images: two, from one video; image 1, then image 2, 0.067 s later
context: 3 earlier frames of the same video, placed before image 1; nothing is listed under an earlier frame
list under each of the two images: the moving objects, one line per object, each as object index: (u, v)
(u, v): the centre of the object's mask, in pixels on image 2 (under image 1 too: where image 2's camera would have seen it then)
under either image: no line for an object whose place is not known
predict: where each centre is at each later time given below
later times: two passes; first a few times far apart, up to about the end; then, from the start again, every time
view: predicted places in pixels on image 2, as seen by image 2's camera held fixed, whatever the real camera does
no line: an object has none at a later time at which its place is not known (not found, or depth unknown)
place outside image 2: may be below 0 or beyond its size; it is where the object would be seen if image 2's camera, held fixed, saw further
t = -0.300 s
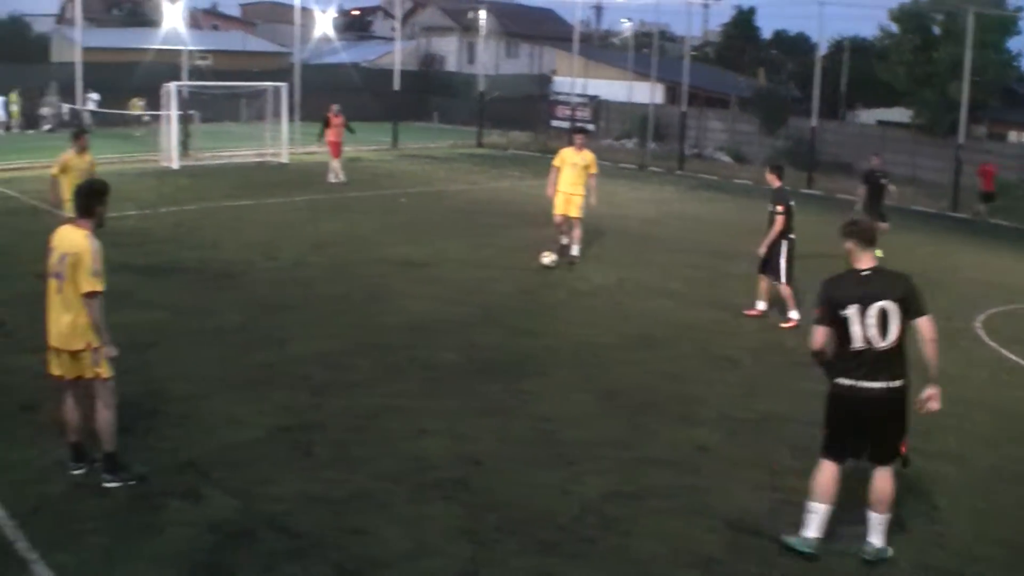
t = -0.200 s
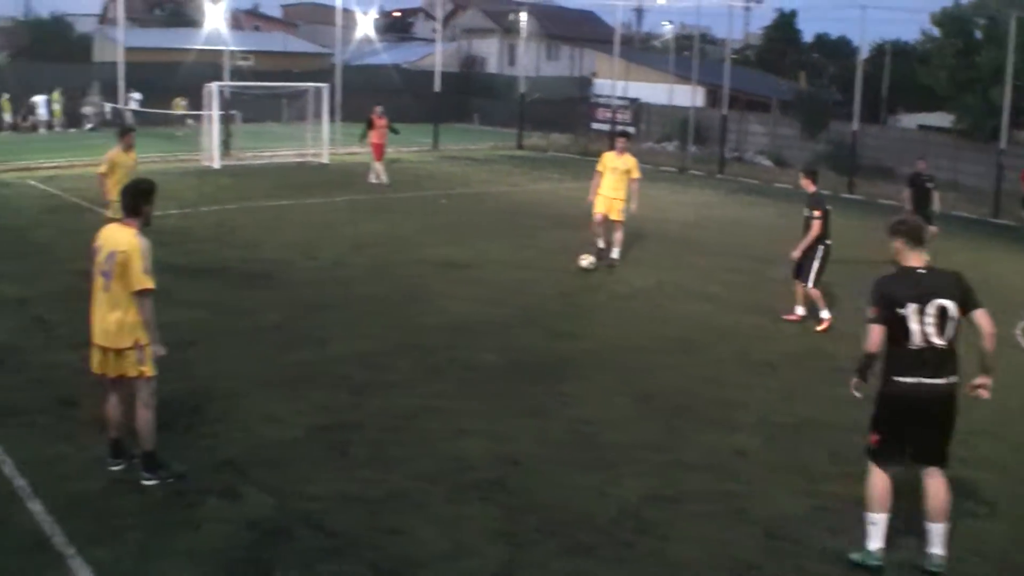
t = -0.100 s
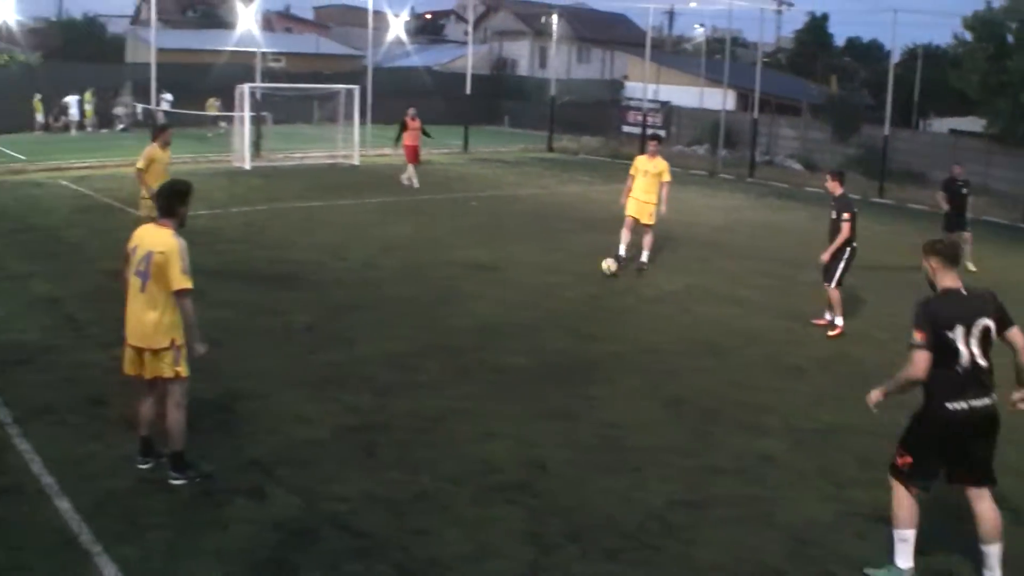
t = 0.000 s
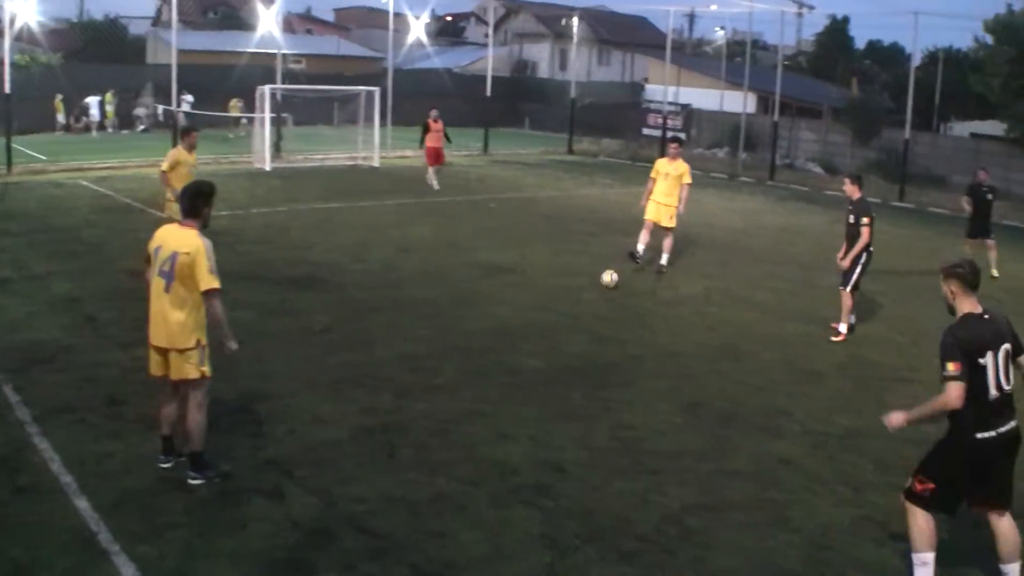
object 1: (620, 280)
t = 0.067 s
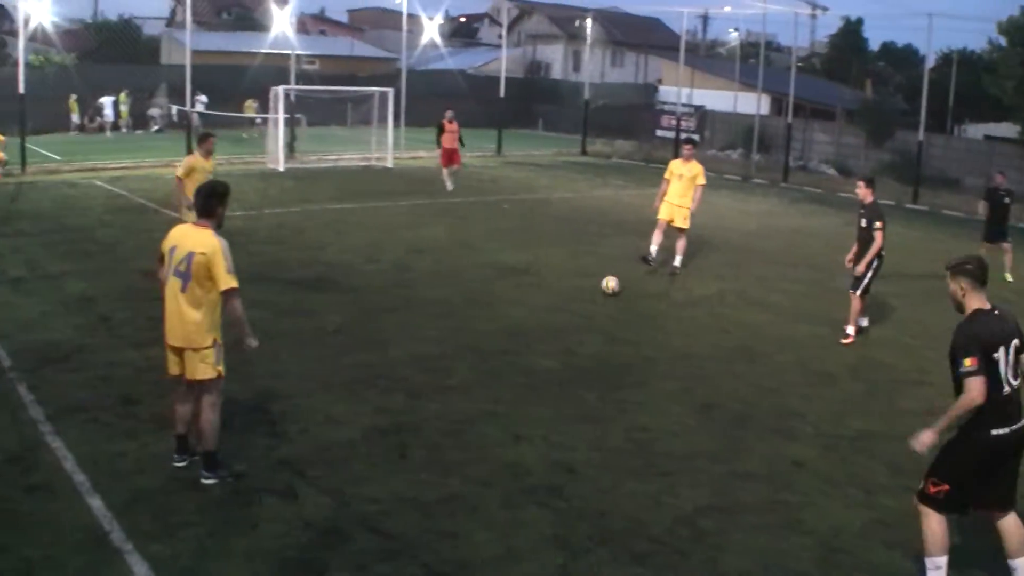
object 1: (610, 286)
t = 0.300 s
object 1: (571, 301)
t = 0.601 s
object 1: (509, 329)
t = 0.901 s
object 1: (427, 361)
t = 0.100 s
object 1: (605, 289)
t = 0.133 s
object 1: (600, 291)
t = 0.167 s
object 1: (595, 294)
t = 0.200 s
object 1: (589, 296)
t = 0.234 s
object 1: (584, 298)
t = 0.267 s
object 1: (578, 299)
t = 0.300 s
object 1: (571, 301)
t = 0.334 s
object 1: (564, 303)
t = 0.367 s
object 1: (558, 305)
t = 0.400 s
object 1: (552, 309)
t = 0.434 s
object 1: (545, 312)
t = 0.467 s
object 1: (539, 316)
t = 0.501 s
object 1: (531, 319)
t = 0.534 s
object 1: (524, 322)
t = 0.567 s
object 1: (517, 326)
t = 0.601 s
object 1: (509, 329)
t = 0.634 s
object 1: (501, 331)
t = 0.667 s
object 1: (493, 334)
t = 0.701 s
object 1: (484, 338)
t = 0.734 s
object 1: (475, 342)
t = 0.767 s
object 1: (466, 345)
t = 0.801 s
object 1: (457, 350)
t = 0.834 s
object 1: (447, 354)
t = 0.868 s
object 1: (437, 357)
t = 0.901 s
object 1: (427, 361)
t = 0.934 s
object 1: (416, 366)
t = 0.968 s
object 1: (405, 371)
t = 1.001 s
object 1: (395, 374)
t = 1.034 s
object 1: (384, 378)
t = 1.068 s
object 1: (372, 384)
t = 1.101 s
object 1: (360, 388)
